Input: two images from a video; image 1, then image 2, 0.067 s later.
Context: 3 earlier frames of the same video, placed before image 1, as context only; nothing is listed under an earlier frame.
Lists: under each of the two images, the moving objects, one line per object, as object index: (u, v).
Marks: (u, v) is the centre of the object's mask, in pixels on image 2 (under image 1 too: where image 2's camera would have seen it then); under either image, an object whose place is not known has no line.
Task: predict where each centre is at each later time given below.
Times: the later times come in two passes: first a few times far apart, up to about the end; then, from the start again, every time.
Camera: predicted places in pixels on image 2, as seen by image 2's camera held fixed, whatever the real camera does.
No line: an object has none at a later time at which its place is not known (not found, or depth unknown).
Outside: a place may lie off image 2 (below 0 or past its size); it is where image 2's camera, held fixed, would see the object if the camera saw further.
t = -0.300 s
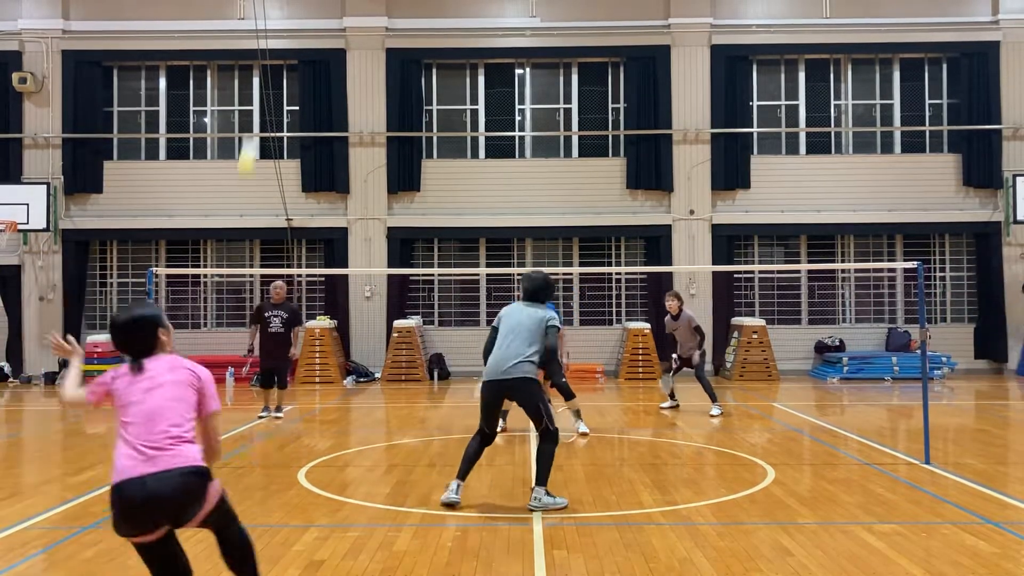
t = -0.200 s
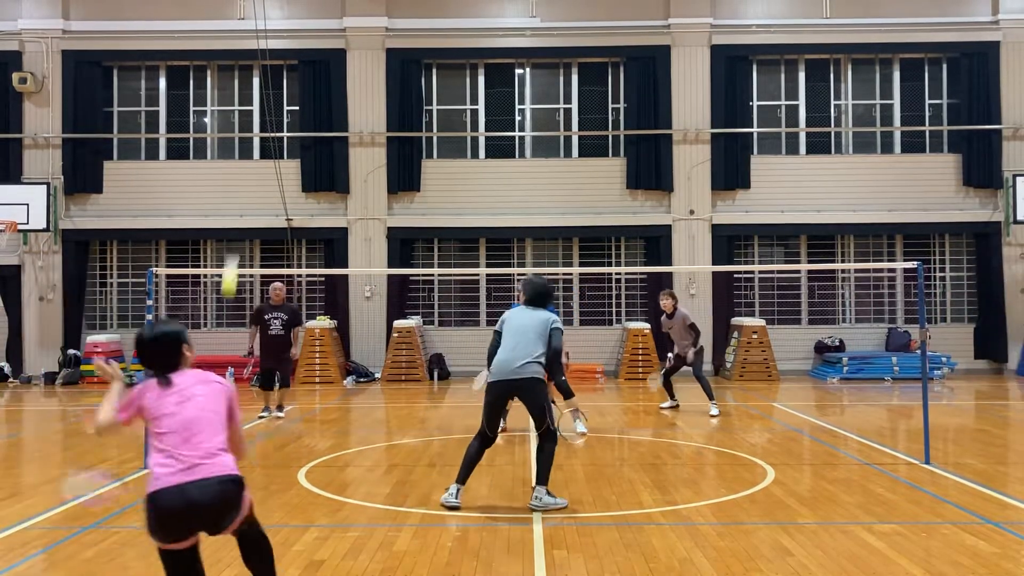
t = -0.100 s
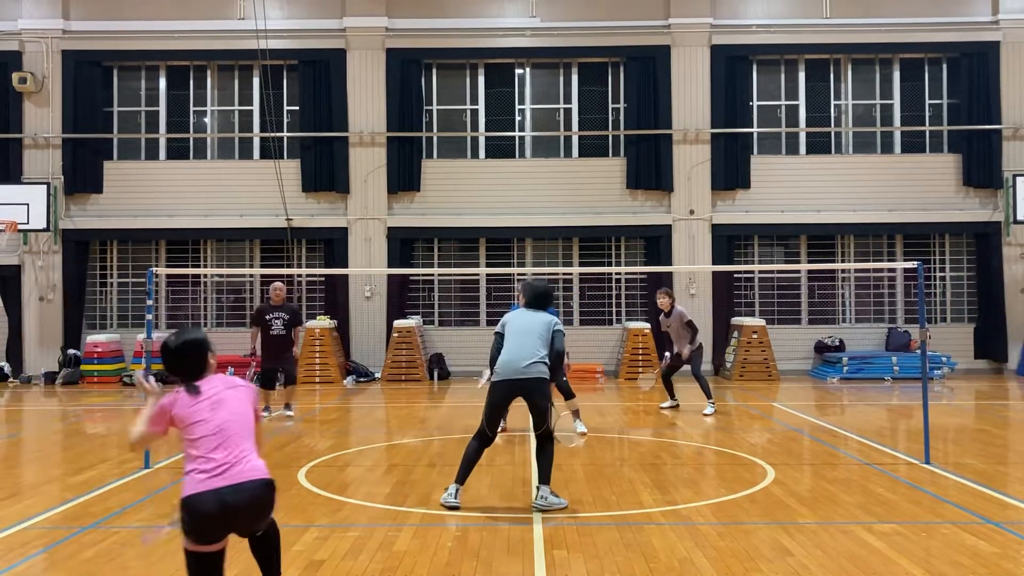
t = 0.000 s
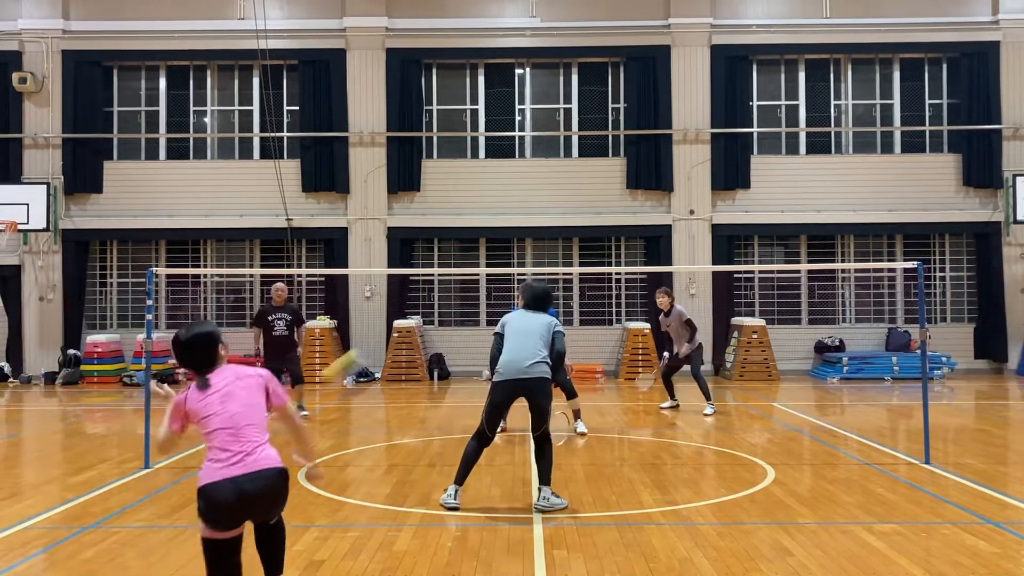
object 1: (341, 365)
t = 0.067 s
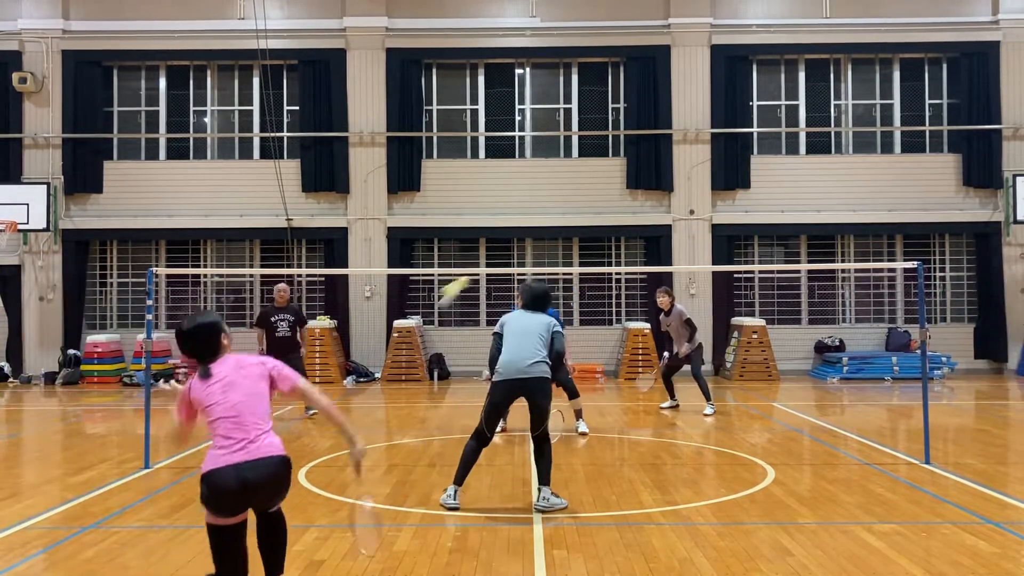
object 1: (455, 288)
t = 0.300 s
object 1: (656, 201)
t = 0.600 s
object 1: (767, 225)
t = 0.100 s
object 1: (499, 263)
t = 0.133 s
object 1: (535, 246)
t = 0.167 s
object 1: (564, 232)
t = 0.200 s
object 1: (590, 219)
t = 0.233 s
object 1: (615, 210)
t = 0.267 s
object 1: (635, 205)
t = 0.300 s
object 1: (656, 201)
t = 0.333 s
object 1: (672, 198)
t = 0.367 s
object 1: (687, 197)
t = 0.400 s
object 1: (701, 197)
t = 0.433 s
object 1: (713, 200)
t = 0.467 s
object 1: (724, 203)
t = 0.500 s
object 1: (736, 208)
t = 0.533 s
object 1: (747, 212)
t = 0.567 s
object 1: (758, 218)
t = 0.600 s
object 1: (767, 225)
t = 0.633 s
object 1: (775, 233)
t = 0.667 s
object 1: (784, 241)
